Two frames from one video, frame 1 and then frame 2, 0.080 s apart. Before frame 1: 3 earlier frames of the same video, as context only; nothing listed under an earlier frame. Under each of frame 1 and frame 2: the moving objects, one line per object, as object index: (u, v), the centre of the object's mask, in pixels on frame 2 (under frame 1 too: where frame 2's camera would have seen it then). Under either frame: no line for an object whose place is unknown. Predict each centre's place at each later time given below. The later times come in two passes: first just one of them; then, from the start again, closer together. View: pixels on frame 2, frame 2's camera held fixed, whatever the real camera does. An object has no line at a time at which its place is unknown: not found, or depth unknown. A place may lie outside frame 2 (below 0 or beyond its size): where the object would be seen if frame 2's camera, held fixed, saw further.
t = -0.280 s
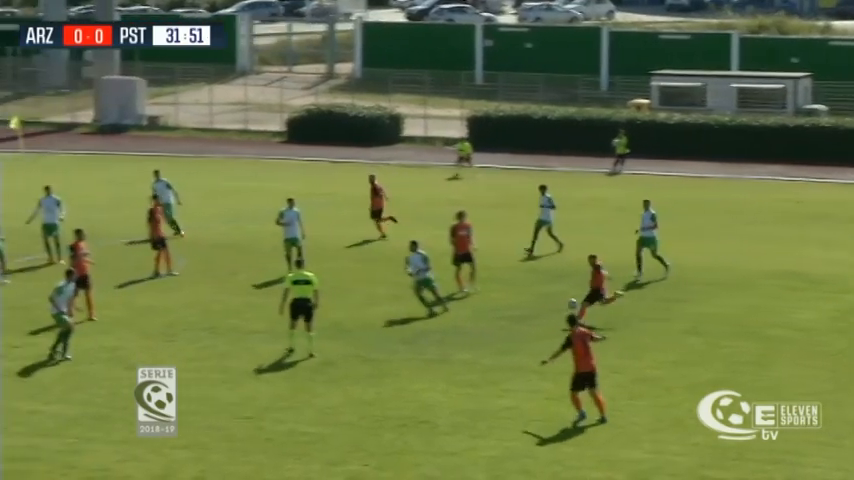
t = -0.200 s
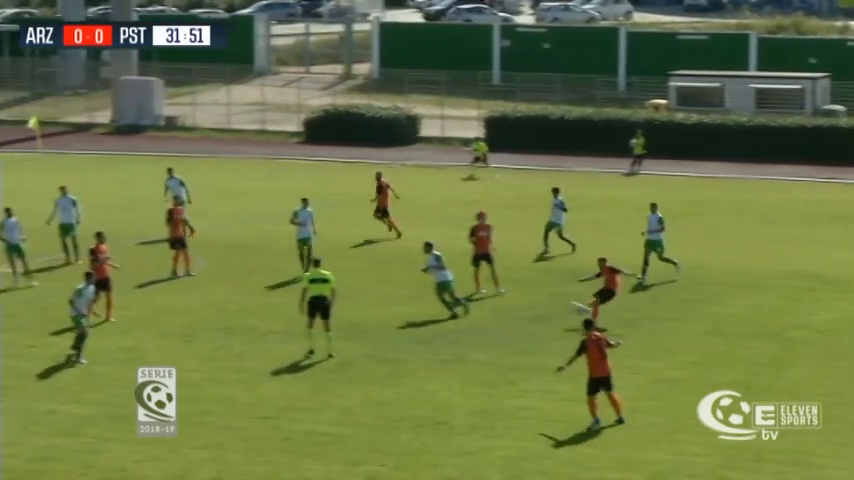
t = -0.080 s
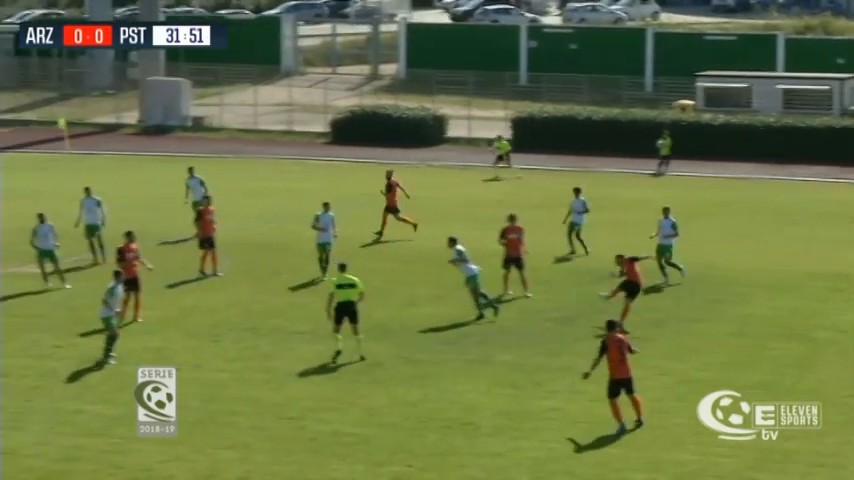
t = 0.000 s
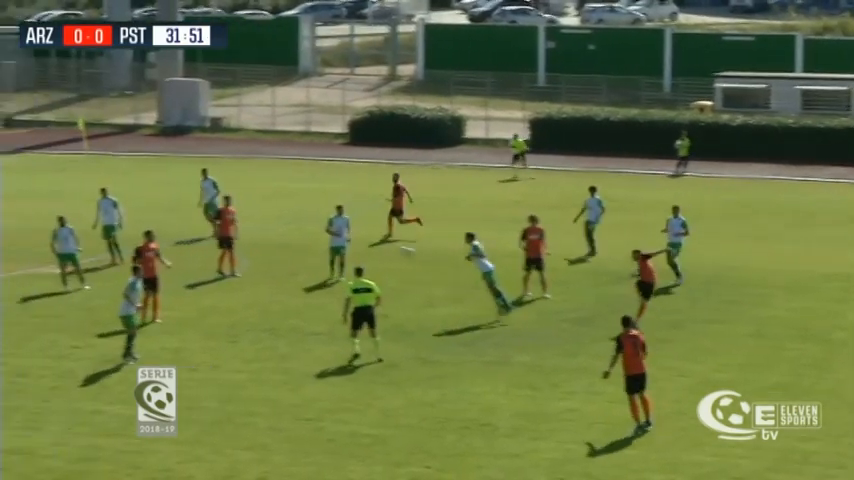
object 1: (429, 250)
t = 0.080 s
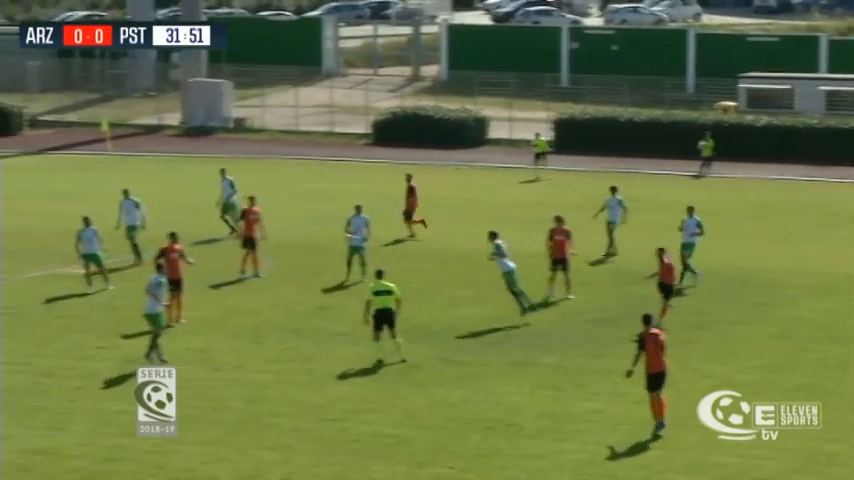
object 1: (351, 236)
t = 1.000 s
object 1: (-406, 228)
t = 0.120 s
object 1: (313, 233)
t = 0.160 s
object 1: (278, 229)
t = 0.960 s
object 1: (-378, 232)
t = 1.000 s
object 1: (-406, 228)
